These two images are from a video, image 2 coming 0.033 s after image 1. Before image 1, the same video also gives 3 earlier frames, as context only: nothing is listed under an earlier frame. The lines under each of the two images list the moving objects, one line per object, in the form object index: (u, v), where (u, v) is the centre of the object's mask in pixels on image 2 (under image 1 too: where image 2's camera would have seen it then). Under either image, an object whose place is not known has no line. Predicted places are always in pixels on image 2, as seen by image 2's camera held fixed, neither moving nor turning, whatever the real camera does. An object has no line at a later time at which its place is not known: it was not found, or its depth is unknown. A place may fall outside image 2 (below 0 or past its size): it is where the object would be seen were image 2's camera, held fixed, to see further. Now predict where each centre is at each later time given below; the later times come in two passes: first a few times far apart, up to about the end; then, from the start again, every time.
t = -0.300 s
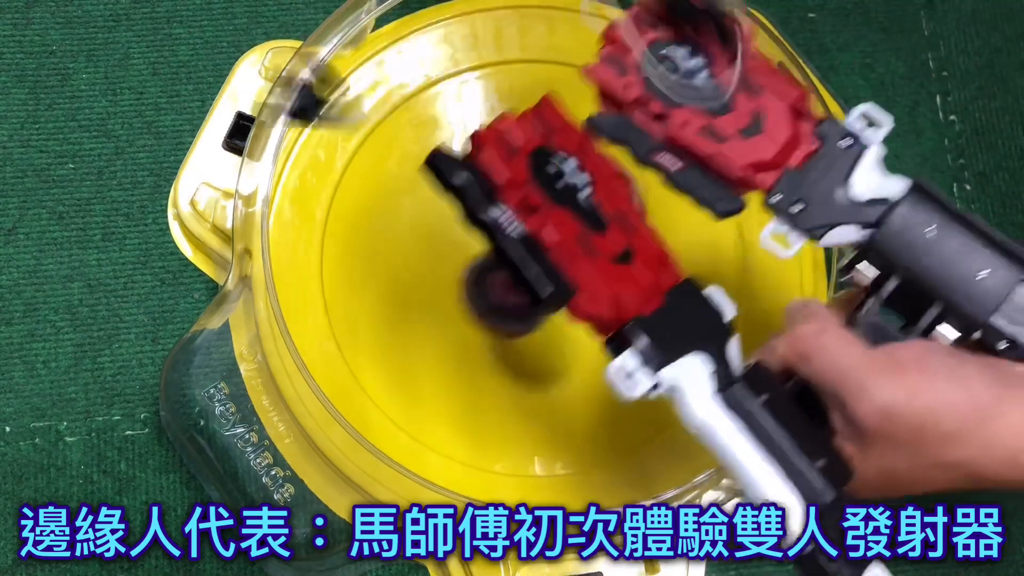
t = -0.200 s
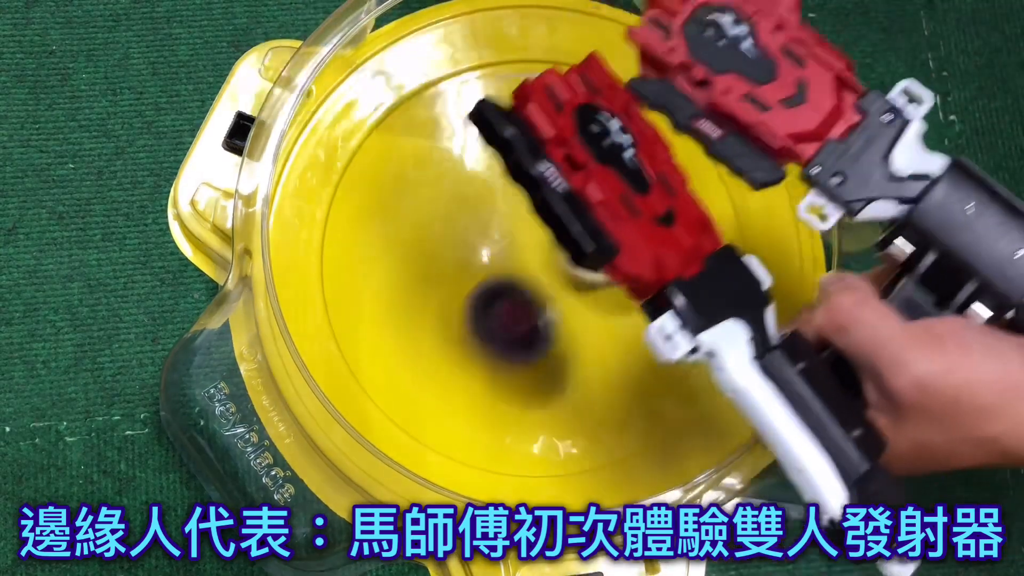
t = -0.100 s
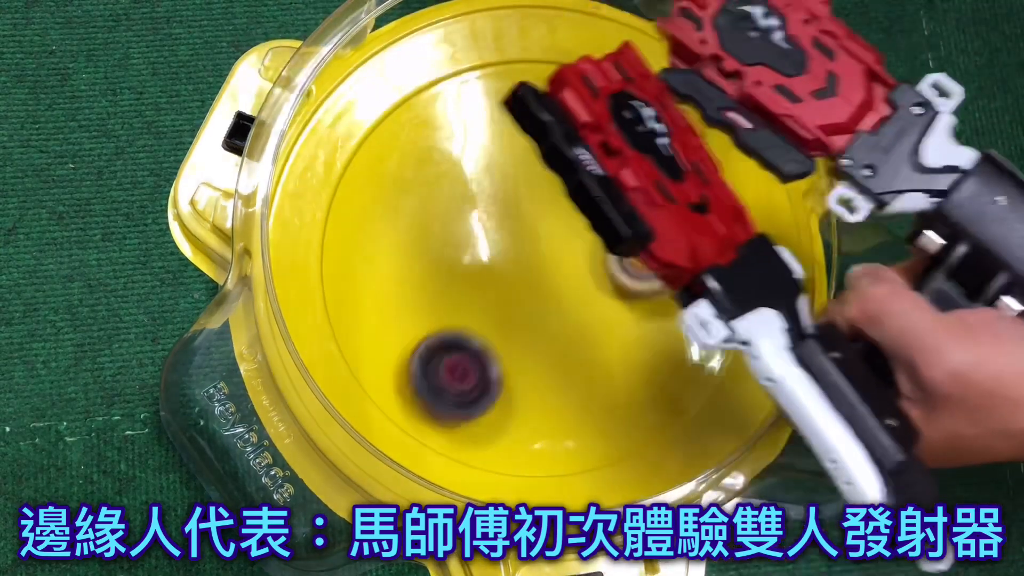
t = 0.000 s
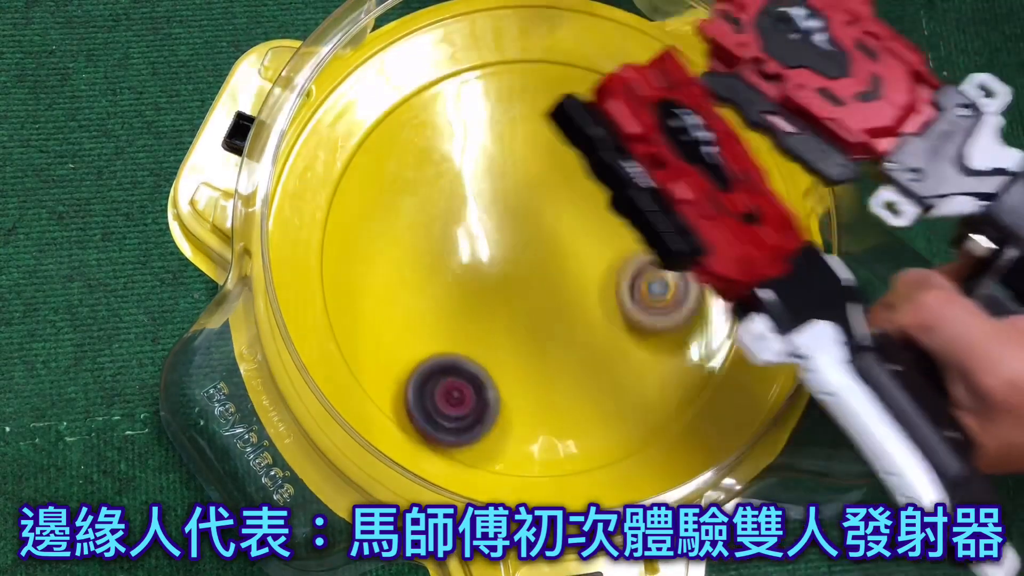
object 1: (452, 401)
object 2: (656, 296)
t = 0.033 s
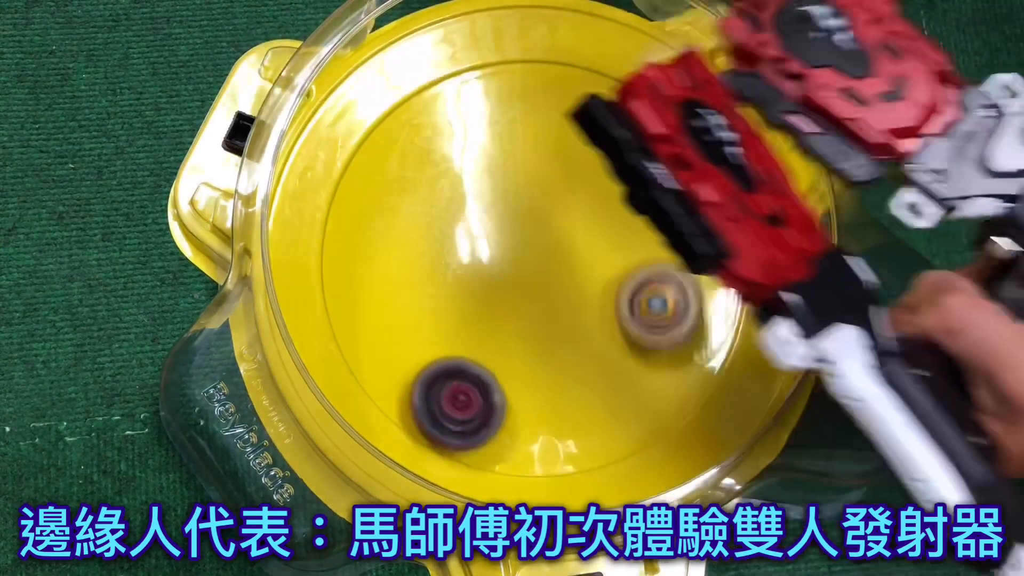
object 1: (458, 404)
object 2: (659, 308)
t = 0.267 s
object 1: (523, 396)
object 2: (653, 408)
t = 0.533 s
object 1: (512, 332)
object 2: (710, 335)
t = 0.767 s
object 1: (445, 312)
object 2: (716, 250)
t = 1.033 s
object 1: (452, 225)
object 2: (563, 271)
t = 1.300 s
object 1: (557, 200)
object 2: (602, 392)
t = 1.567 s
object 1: (687, 271)
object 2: (667, 389)
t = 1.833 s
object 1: (609, 262)
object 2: (543, 393)
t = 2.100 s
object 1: (599, 222)
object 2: (480, 412)
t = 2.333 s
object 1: (623, 230)
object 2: (485, 383)
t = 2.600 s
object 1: (539, 231)
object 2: (432, 331)
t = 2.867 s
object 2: (431, 340)
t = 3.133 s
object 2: (487, 194)
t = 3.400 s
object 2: (412, 130)
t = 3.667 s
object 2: (487, 199)
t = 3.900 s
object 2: (629, 123)
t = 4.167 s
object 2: (597, 109)
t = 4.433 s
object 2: (563, 182)
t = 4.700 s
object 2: (589, 325)
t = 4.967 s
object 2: (664, 347)
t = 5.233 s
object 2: (707, 308)
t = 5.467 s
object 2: (642, 317)
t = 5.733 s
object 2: (530, 380)
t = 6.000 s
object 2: (501, 394)
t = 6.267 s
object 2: (476, 337)
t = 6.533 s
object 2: (405, 267)
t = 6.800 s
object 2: (349, 316)
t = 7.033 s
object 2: (484, 297)
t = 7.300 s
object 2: (508, 236)
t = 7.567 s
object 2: (476, 295)
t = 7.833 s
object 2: (343, 127)
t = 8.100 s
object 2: (356, 123)
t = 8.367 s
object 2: (468, 196)
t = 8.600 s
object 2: (551, 215)
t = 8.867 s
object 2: (526, 219)
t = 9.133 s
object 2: (482, 330)
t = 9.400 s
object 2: (482, 402)
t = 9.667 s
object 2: (544, 306)
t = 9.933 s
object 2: (599, 298)
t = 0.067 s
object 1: (466, 406)
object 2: (657, 326)
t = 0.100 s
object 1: (477, 407)
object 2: (654, 343)
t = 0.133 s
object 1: (489, 407)
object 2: (651, 361)
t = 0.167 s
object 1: (503, 406)
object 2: (647, 376)
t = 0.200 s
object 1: (517, 404)
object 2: (642, 390)
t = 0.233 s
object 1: (531, 401)
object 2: (633, 400)
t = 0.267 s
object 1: (523, 396)
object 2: (653, 408)
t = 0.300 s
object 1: (505, 389)
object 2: (679, 408)
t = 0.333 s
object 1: (490, 381)
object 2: (695, 399)
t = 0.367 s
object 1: (480, 373)
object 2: (708, 387)
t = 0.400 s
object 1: (476, 365)
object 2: (716, 376)
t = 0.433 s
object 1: (477, 356)
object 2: (721, 367)
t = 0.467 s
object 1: (484, 348)
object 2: (721, 357)
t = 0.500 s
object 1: (495, 340)
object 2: (719, 347)
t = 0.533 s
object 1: (512, 332)
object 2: (710, 335)
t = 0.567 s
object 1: (533, 326)
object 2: (697, 325)
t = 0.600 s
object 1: (555, 320)
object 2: (679, 318)
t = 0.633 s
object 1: (566, 317)
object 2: (671, 313)
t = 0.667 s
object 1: (529, 319)
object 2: (715, 304)
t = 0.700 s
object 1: (496, 318)
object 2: (742, 292)
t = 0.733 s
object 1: (467, 317)
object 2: (732, 269)
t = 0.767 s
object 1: (445, 312)
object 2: (716, 250)
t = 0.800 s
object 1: (431, 305)
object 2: (698, 232)
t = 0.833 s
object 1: (424, 296)
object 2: (676, 222)
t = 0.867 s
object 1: (422, 285)
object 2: (649, 219)
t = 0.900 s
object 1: (428, 272)
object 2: (619, 223)
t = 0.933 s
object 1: (441, 259)
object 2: (589, 231)
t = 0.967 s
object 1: (459, 246)
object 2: (560, 243)
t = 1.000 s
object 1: (462, 233)
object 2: (558, 256)
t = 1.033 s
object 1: (452, 225)
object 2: (563, 271)
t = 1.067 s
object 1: (450, 215)
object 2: (567, 288)
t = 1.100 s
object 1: (453, 205)
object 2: (568, 306)
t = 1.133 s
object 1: (463, 197)
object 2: (569, 322)
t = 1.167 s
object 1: (478, 191)
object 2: (571, 340)
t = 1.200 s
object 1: (496, 188)
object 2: (574, 357)
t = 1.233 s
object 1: (514, 188)
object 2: (582, 371)
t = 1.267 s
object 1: (534, 192)
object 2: (591, 383)
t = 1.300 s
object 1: (557, 200)
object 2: (602, 392)
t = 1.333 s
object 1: (581, 211)
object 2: (614, 398)
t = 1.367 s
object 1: (607, 226)
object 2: (628, 402)
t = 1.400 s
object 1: (633, 246)
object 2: (644, 399)
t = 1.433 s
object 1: (656, 270)
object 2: (658, 392)
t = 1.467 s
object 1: (672, 288)
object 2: (673, 389)
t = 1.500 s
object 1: (682, 280)
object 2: (684, 402)
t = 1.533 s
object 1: (687, 274)
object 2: (677, 397)
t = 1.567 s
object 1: (687, 271)
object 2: (667, 389)
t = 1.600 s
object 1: (682, 269)
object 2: (657, 380)
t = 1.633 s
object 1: (673, 270)
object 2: (645, 369)
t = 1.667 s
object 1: (661, 272)
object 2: (631, 363)
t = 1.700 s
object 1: (650, 267)
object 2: (613, 368)
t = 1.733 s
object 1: (639, 264)
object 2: (595, 373)
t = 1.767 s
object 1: (628, 263)
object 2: (576, 380)
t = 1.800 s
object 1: (618, 262)
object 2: (560, 386)
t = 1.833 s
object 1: (609, 262)
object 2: (543, 393)
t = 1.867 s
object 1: (603, 262)
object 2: (530, 398)
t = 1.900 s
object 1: (598, 259)
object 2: (517, 402)
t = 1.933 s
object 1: (596, 254)
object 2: (506, 406)
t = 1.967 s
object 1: (594, 248)
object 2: (497, 409)
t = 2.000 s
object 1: (594, 241)
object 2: (491, 411)
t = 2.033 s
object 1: (594, 234)
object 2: (485, 412)
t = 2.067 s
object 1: (596, 227)
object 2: (482, 413)
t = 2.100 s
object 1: (599, 222)
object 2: (480, 412)
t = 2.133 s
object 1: (603, 217)
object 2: (479, 411)
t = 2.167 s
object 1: (608, 213)
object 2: (480, 408)
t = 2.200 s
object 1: (613, 212)
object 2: (481, 404)
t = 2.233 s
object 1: (619, 213)
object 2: (483, 400)
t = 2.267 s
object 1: (622, 217)
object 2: (484, 395)
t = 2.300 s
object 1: (624, 223)
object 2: (485, 389)
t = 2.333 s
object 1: (623, 230)
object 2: (485, 383)
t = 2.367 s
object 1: (618, 238)
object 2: (483, 377)
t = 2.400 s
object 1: (611, 244)
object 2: (480, 369)
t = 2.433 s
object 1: (602, 248)
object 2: (475, 362)
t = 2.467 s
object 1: (591, 250)
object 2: (468, 355)
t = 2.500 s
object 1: (578, 249)
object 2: (460, 348)
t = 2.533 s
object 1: (565, 246)
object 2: (451, 341)
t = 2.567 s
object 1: (552, 240)
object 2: (442, 335)
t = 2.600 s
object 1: (539, 231)
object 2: (432, 331)
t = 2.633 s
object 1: (527, 222)
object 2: (424, 329)
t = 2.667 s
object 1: (517, 209)
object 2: (416, 328)
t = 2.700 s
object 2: (409, 331)
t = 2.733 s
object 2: (405, 335)
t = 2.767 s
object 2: (405, 339)
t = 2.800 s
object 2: (411, 344)
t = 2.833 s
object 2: (420, 344)
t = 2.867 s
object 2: (431, 340)
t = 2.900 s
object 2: (445, 329)
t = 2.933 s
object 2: (457, 314)
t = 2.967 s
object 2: (467, 296)
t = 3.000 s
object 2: (476, 275)
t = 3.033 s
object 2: (483, 255)
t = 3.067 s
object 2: (486, 234)
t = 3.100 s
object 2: (488, 213)
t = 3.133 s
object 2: (487, 194)
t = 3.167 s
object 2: (483, 176)
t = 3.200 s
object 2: (478, 159)
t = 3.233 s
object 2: (471, 146)
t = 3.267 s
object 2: (461, 135)
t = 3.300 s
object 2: (451, 129)
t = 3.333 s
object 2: (439, 126)
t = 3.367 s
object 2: (426, 127)
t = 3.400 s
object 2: (412, 130)
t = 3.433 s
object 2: (401, 137)
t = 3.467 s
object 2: (388, 151)
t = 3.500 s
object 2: (380, 170)
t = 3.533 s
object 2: (380, 194)
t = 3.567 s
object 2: (390, 218)
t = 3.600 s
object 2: (419, 211)
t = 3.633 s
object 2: (454, 206)
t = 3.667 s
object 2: (487, 199)
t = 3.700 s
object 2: (515, 190)
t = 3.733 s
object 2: (543, 179)
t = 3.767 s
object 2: (567, 168)
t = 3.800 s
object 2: (588, 157)
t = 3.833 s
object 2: (605, 146)
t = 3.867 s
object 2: (619, 135)
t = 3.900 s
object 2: (629, 123)
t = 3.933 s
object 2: (636, 112)
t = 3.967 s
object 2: (640, 102)
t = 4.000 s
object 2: (642, 91)
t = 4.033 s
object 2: (637, 88)
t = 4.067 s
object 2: (628, 92)
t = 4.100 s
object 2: (617, 96)
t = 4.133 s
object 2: (607, 103)
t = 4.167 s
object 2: (597, 109)
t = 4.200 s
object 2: (602, 93)
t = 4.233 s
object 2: (608, 74)
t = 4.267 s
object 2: (601, 83)
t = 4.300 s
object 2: (592, 101)
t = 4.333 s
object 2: (582, 119)
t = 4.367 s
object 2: (574, 140)
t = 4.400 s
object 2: (568, 161)
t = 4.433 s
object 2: (563, 182)
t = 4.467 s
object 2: (560, 204)
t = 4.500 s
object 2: (560, 225)
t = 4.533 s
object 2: (561, 245)
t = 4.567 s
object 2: (563, 264)
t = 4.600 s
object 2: (568, 282)
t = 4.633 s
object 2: (575, 299)
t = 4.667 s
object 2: (582, 313)
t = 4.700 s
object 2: (589, 325)
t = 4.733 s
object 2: (599, 334)
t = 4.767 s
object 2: (607, 340)
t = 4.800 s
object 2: (615, 345)
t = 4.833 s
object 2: (625, 348)
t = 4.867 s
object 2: (635, 349)
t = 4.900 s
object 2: (645, 349)
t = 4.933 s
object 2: (655, 349)
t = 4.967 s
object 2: (664, 347)
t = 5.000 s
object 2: (673, 343)
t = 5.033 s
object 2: (680, 339)
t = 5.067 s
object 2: (688, 333)
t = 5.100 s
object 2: (693, 326)
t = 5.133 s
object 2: (698, 319)
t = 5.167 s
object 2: (701, 310)
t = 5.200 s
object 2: (703, 303)
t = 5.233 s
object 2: (707, 308)
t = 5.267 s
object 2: (709, 315)
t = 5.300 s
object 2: (708, 317)
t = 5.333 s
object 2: (703, 316)
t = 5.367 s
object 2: (694, 314)
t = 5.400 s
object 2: (680, 312)
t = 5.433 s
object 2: (663, 313)
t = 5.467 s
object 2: (642, 317)
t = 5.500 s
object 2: (622, 324)
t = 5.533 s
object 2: (603, 333)
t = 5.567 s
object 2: (586, 342)
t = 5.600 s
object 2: (571, 351)
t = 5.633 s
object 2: (559, 358)
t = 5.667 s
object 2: (548, 366)
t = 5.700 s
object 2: (539, 373)
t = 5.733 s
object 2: (530, 380)
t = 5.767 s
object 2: (522, 386)
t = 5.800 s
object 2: (516, 391)
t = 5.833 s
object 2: (511, 394)
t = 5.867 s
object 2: (508, 396)
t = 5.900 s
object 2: (505, 397)
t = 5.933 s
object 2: (504, 397)
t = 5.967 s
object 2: (503, 395)
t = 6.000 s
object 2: (501, 394)
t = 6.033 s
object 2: (498, 392)
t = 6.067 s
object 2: (496, 390)
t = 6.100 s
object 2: (494, 385)
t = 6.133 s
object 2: (492, 378)
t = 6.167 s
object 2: (490, 370)
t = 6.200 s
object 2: (487, 361)
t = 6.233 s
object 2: (482, 349)
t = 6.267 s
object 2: (476, 337)
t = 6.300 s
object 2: (469, 323)
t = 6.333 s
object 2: (460, 309)
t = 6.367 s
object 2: (452, 298)
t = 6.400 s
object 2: (443, 288)
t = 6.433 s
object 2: (434, 279)
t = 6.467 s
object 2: (424, 272)
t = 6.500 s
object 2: (414, 268)
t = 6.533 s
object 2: (405, 267)
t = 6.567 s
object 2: (397, 267)
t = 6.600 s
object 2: (393, 271)
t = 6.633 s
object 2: (393, 277)
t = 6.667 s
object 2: (394, 281)
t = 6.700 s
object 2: (373, 285)
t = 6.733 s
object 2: (358, 293)
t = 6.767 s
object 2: (350, 304)
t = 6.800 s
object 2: (349, 316)
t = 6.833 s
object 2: (357, 329)
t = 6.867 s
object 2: (373, 337)
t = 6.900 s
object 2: (395, 339)
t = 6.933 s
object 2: (418, 335)
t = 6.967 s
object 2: (442, 326)
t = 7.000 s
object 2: (464, 312)
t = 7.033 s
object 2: (484, 297)
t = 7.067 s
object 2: (500, 287)
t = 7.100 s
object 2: (509, 286)
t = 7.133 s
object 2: (518, 282)
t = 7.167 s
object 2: (527, 273)
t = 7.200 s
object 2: (534, 260)
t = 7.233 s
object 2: (535, 247)
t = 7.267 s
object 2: (523, 242)
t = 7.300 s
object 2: (508, 236)
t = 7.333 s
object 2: (495, 233)
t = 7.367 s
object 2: (481, 235)
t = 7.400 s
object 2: (469, 241)
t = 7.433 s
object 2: (462, 250)
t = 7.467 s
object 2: (458, 262)
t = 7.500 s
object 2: (459, 274)
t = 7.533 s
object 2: (465, 285)
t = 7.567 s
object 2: (476, 295)
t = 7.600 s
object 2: (489, 300)
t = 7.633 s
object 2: (469, 281)
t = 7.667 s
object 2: (433, 241)
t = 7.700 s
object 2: (403, 207)
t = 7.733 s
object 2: (379, 176)
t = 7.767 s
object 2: (362, 155)
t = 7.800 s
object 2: (351, 138)
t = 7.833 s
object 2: (343, 127)
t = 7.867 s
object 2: (338, 119)
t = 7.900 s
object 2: (338, 118)
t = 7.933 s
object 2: (339, 119)
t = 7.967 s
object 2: (341, 122)
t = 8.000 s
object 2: (343, 123)
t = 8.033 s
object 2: (347, 124)
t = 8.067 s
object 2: (351, 124)
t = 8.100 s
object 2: (356, 123)
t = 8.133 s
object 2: (363, 123)
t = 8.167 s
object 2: (373, 125)
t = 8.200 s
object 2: (383, 133)
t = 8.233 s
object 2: (396, 145)
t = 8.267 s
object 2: (410, 159)
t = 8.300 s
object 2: (425, 172)
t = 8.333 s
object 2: (445, 184)
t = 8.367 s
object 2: (468, 196)
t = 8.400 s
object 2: (489, 204)
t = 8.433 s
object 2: (505, 209)
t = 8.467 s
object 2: (508, 210)
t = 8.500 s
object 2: (514, 212)
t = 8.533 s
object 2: (522, 213)
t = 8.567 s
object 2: (537, 215)
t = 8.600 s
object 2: (551, 215)
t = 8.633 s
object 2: (564, 214)
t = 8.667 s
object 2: (576, 211)
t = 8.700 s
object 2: (574, 205)
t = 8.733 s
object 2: (567, 201)
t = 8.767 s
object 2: (557, 199)
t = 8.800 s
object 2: (545, 201)
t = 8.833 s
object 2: (535, 208)
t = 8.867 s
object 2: (526, 219)
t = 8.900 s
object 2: (522, 231)
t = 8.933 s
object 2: (522, 243)
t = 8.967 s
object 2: (523, 258)
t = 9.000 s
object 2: (529, 272)
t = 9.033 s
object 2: (534, 283)
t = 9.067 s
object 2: (514, 300)
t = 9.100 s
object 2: (495, 316)
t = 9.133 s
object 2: (482, 330)
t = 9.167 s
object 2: (473, 342)
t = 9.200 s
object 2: (468, 353)
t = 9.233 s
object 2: (465, 362)
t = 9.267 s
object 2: (464, 370)
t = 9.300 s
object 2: (465, 379)
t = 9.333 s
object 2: (468, 388)
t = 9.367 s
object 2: (474, 396)
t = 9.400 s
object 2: (482, 402)
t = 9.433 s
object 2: (495, 403)
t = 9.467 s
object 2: (507, 398)
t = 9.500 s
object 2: (521, 387)
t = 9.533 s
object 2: (531, 373)
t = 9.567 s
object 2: (537, 356)
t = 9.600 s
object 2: (541, 337)
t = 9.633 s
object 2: (543, 318)
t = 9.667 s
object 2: (544, 306)
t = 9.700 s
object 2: (551, 320)
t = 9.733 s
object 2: (558, 330)
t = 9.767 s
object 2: (567, 335)
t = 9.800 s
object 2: (578, 336)
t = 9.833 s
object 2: (588, 332)
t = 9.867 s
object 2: (597, 323)
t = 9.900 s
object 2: (600, 311)
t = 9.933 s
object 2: (599, 298)
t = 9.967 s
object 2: (595, 285)
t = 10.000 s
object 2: (586, 274)
